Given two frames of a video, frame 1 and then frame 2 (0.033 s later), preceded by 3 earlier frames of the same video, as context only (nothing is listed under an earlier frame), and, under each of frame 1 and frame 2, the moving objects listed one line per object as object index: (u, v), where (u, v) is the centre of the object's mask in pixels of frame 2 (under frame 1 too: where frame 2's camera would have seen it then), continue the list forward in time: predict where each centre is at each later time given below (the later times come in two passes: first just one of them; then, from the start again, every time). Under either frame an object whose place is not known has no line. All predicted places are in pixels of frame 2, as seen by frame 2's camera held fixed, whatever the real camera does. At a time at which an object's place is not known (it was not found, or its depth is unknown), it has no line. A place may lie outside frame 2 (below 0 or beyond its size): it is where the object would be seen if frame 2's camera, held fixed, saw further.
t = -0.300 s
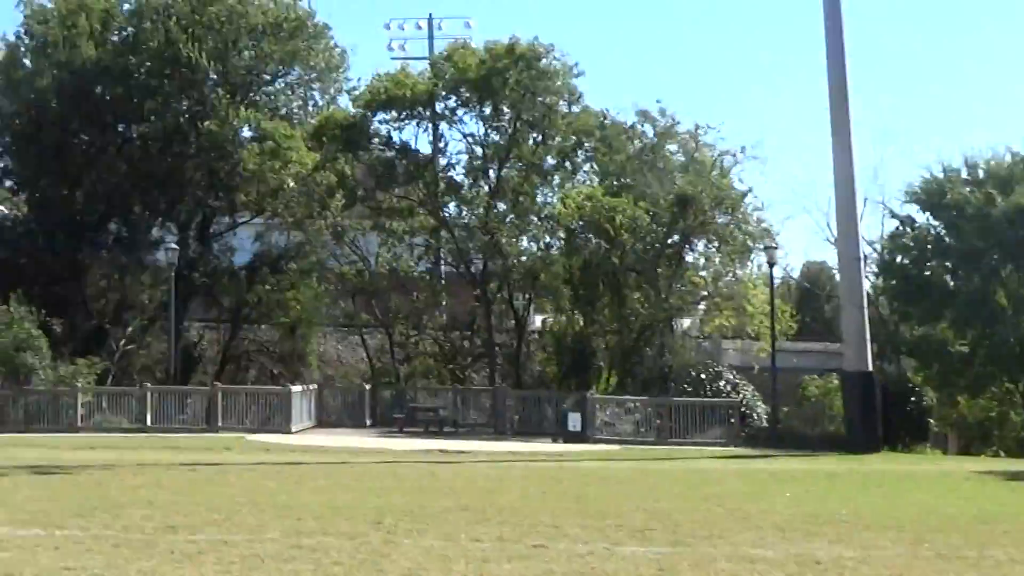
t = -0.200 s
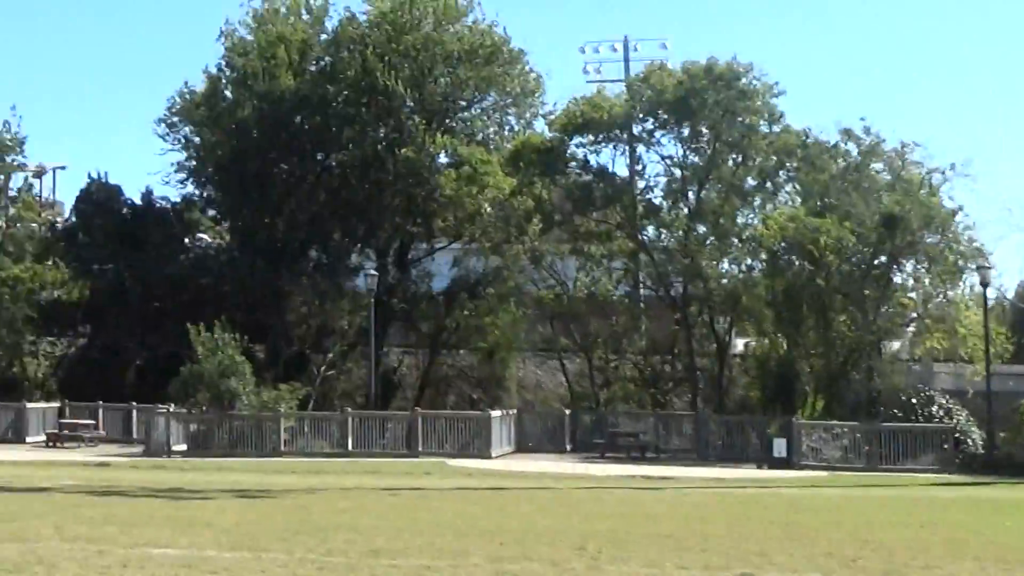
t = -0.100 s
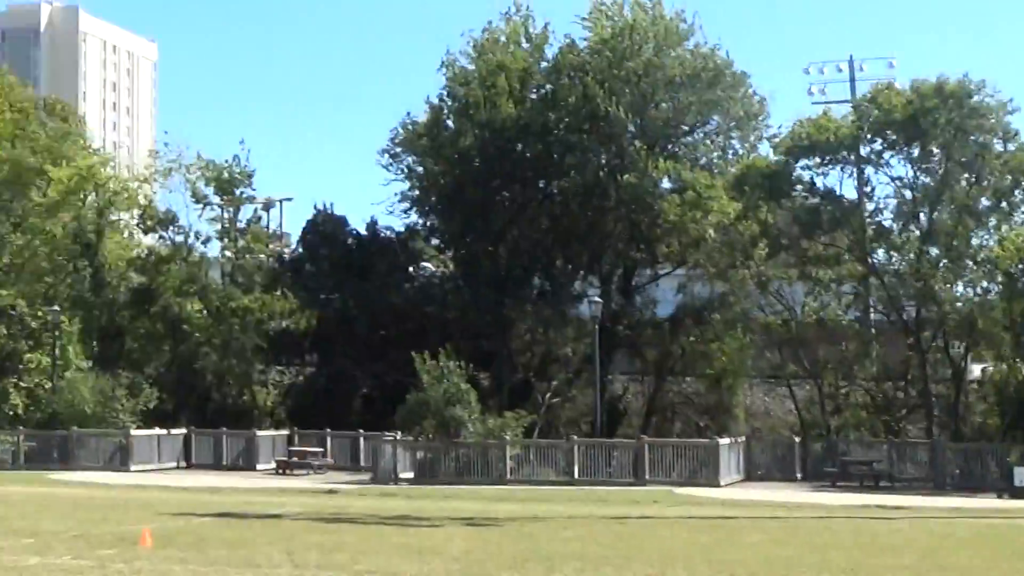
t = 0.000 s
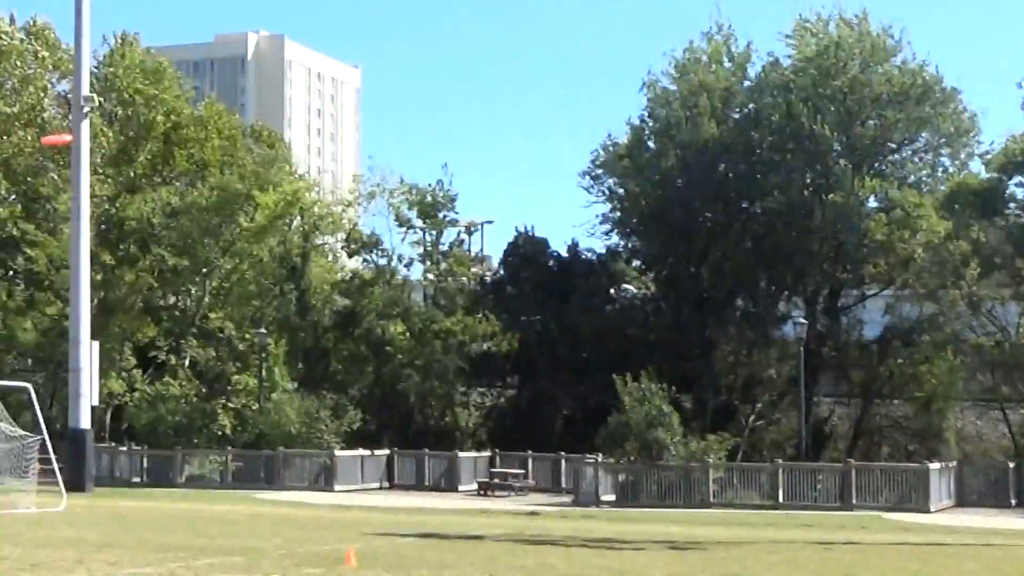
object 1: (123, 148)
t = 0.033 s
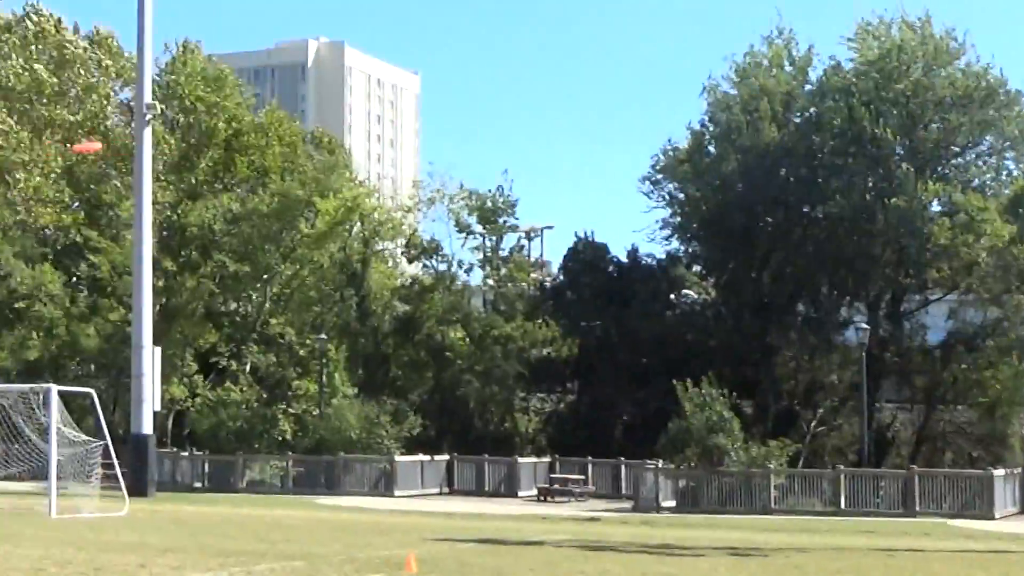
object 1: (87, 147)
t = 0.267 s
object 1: (-140, 159)
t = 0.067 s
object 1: (53, 148)
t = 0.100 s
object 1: (19, 149)
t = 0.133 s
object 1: (-14, 151)
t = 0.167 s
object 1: (-47, 152)
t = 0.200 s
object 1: (-78, 154)
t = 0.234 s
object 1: (-111, 157)
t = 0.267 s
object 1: (-140, 159)
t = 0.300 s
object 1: (-171, 162)
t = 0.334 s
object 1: (-201, 165)
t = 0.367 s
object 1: (-231, 168)
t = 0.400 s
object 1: (-258, 172)
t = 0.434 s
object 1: (-288, 177)
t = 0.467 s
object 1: (-316, 181)
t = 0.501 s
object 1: (-347, 186)
